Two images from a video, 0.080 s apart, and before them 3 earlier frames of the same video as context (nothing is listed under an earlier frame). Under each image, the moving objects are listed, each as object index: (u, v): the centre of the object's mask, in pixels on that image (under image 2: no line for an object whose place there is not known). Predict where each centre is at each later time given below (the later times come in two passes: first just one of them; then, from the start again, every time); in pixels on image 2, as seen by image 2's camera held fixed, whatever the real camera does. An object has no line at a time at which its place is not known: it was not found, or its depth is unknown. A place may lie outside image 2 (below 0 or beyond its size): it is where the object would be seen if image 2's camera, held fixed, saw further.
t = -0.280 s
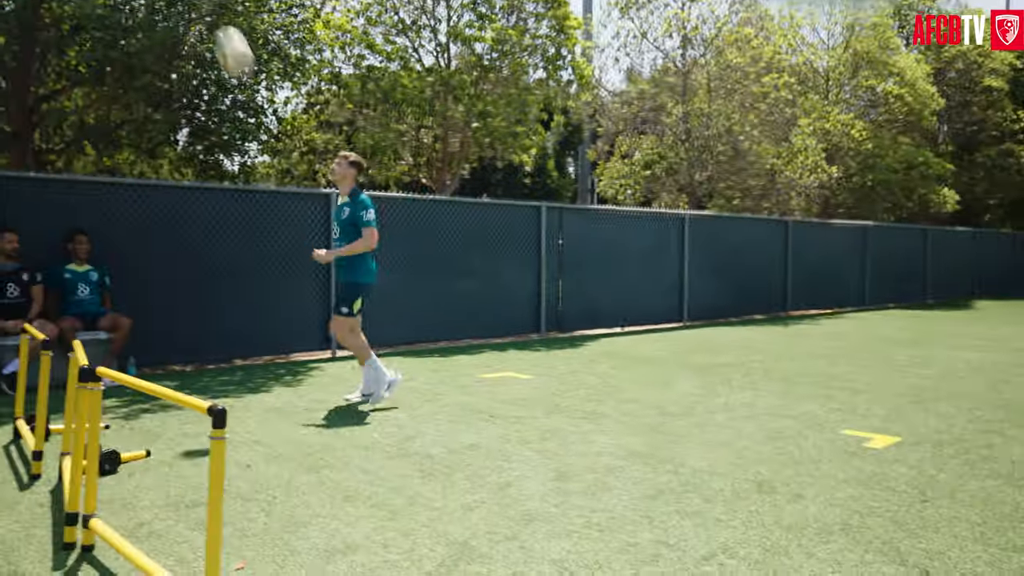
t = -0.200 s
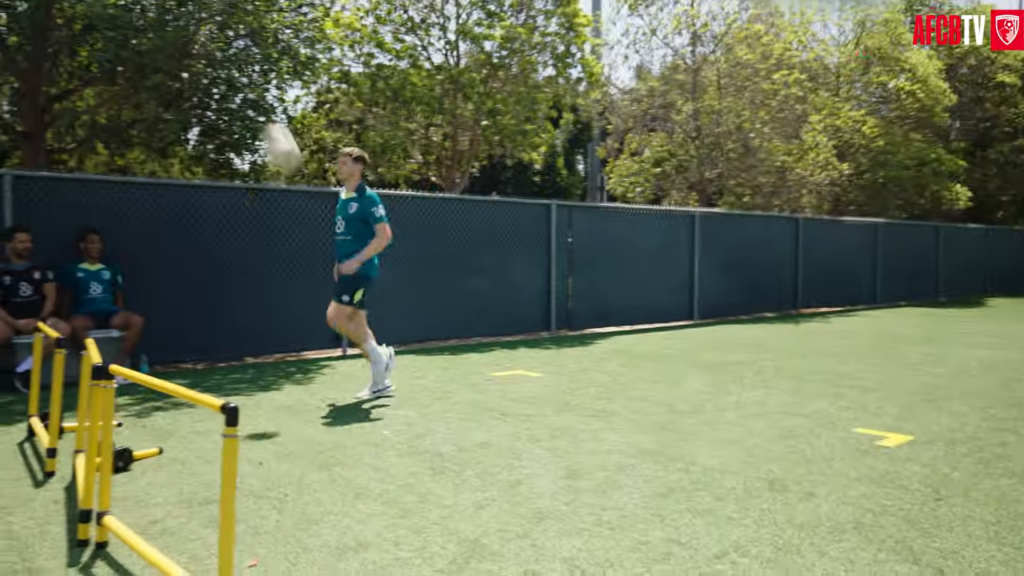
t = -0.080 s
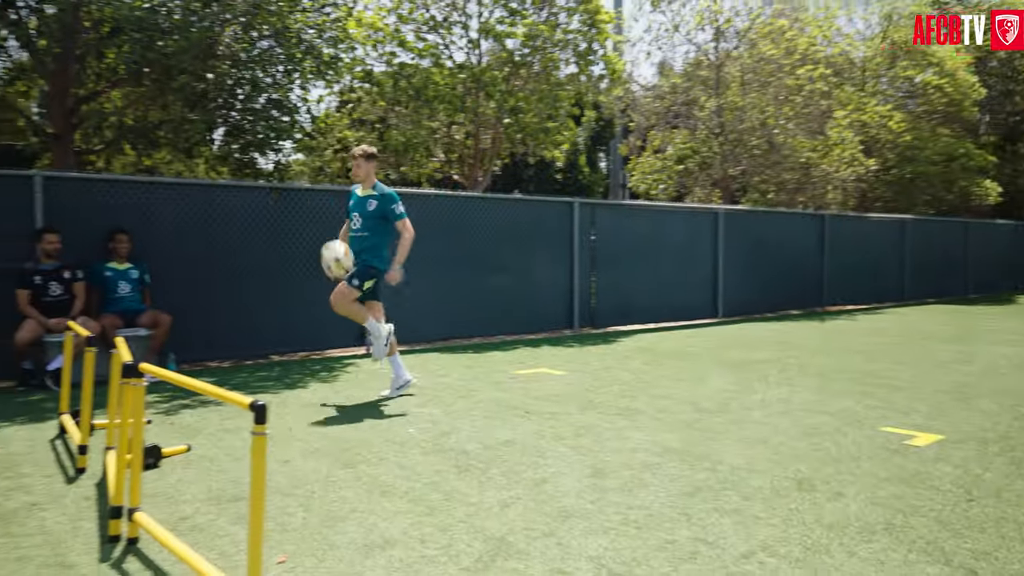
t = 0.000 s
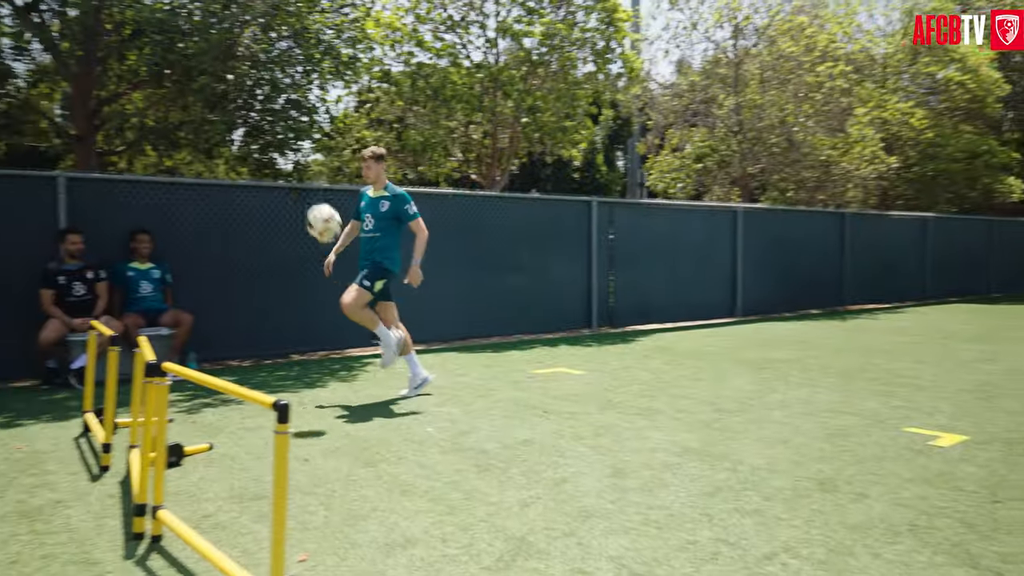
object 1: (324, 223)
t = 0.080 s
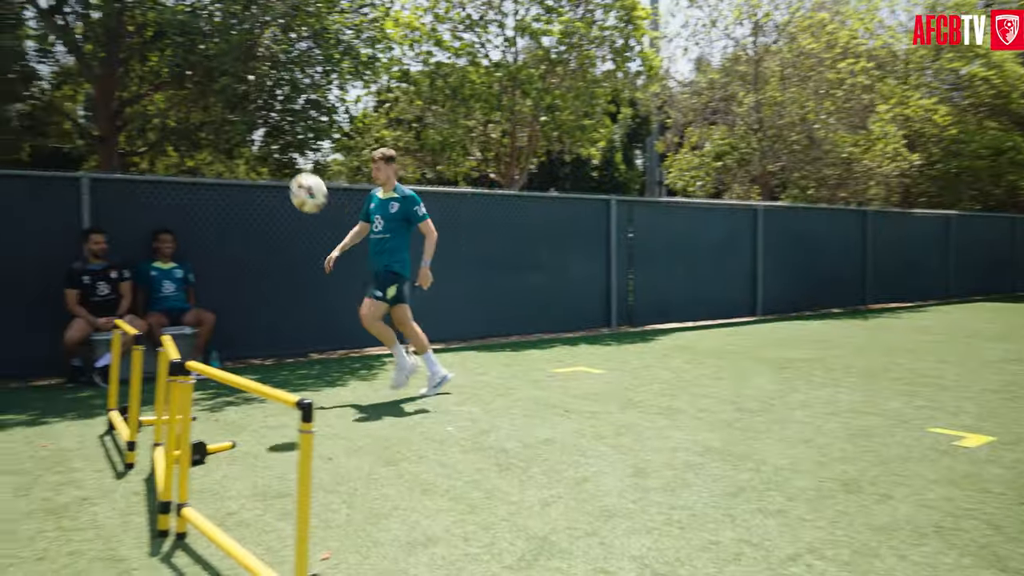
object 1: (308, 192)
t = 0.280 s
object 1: (207, 153)
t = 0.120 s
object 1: (289, 181)
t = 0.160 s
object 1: (270, 170)
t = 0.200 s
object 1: (250, 162)
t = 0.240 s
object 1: (229, 156)
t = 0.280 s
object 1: (207, 153)
